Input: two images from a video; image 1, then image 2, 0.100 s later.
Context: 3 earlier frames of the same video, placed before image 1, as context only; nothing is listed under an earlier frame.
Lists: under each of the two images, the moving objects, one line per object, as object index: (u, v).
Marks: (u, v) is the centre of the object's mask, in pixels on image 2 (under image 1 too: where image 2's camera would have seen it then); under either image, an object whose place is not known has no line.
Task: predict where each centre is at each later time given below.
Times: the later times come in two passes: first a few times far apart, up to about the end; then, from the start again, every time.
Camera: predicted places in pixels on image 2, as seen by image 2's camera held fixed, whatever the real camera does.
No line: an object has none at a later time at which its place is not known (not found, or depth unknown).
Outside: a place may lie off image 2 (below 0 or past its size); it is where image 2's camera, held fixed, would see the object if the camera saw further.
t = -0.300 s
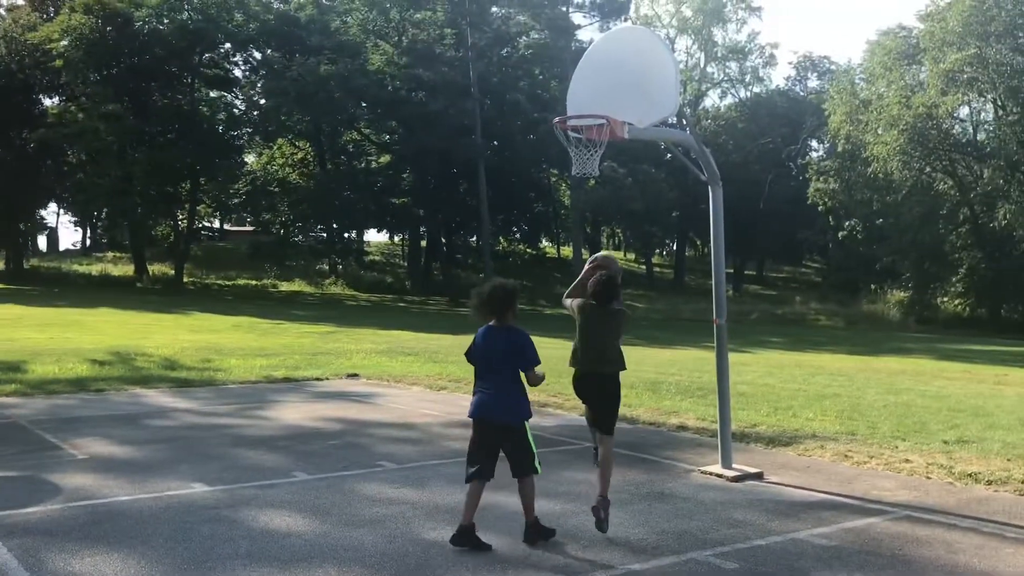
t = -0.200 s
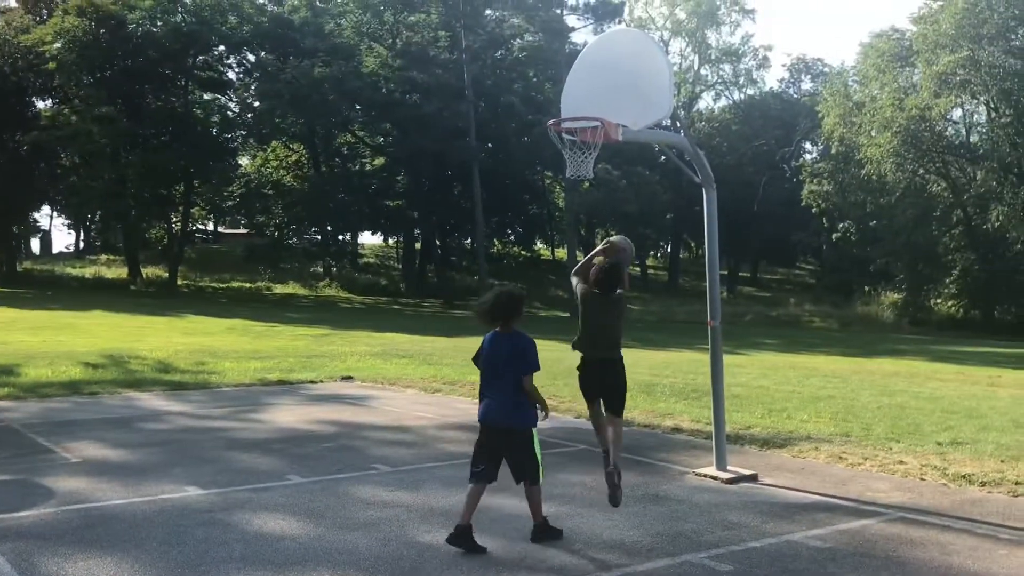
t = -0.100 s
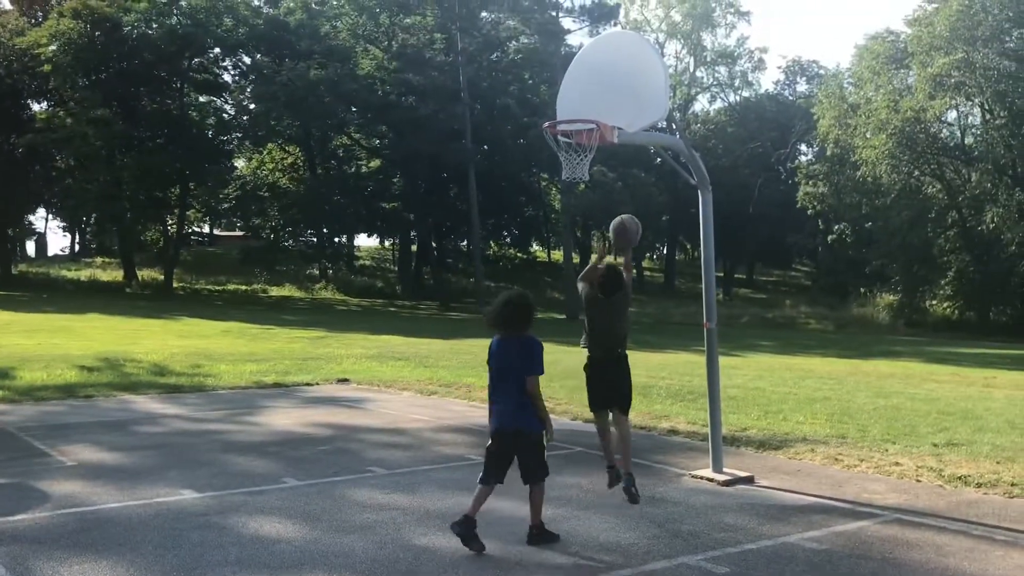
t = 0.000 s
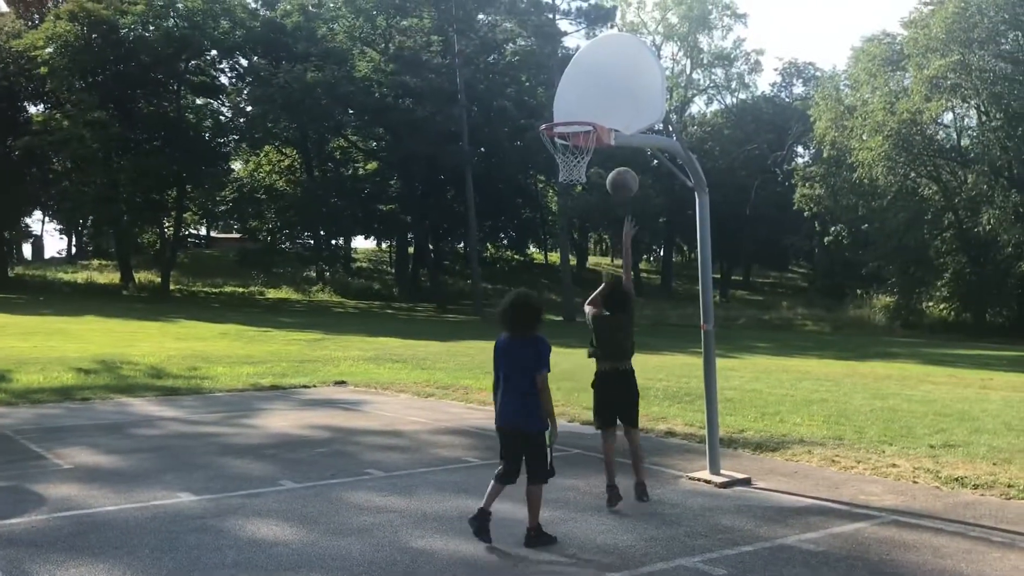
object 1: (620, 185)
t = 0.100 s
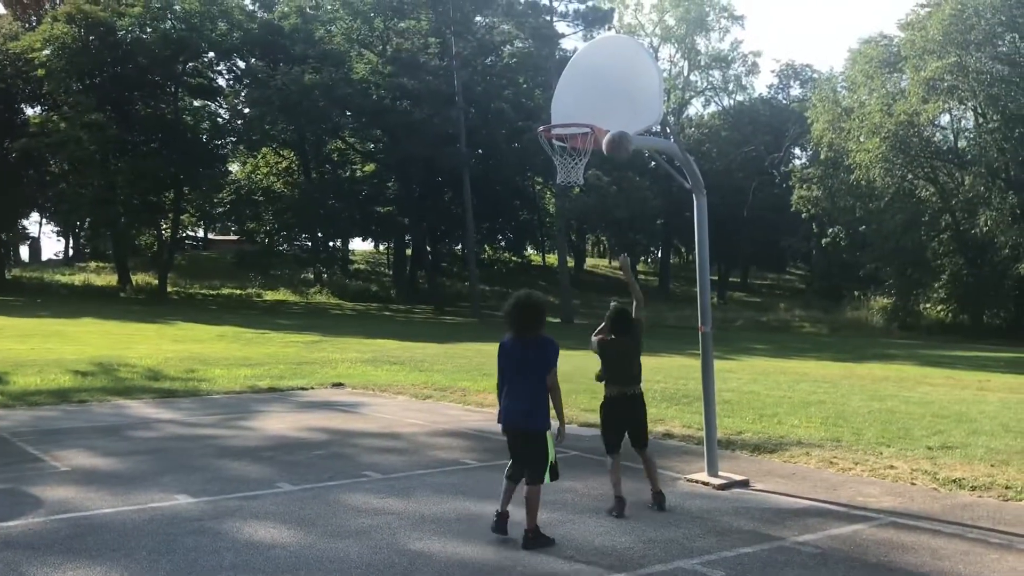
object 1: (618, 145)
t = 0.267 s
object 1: (615, 111)
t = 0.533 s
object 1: (615, 117)
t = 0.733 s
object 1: (637, 131)
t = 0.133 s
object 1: (617, 135)
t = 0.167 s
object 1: (616, 126)
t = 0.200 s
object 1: (616, 119)
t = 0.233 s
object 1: (615, 115)
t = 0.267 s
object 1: (615, 111)
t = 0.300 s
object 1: (615, 108)
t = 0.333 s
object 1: (614, 107)
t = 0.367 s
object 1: (614, 107)
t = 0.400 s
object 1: (613, 108)
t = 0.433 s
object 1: (613, 110)
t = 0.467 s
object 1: (613, 115)
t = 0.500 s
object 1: (611, 119)
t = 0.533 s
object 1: (615, 117)
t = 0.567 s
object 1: (618, 116)
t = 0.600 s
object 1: (621, 116)
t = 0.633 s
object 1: (625, 118)
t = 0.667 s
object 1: (629, 121)
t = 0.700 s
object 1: (633, 125)
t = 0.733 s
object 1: (637, 131)
